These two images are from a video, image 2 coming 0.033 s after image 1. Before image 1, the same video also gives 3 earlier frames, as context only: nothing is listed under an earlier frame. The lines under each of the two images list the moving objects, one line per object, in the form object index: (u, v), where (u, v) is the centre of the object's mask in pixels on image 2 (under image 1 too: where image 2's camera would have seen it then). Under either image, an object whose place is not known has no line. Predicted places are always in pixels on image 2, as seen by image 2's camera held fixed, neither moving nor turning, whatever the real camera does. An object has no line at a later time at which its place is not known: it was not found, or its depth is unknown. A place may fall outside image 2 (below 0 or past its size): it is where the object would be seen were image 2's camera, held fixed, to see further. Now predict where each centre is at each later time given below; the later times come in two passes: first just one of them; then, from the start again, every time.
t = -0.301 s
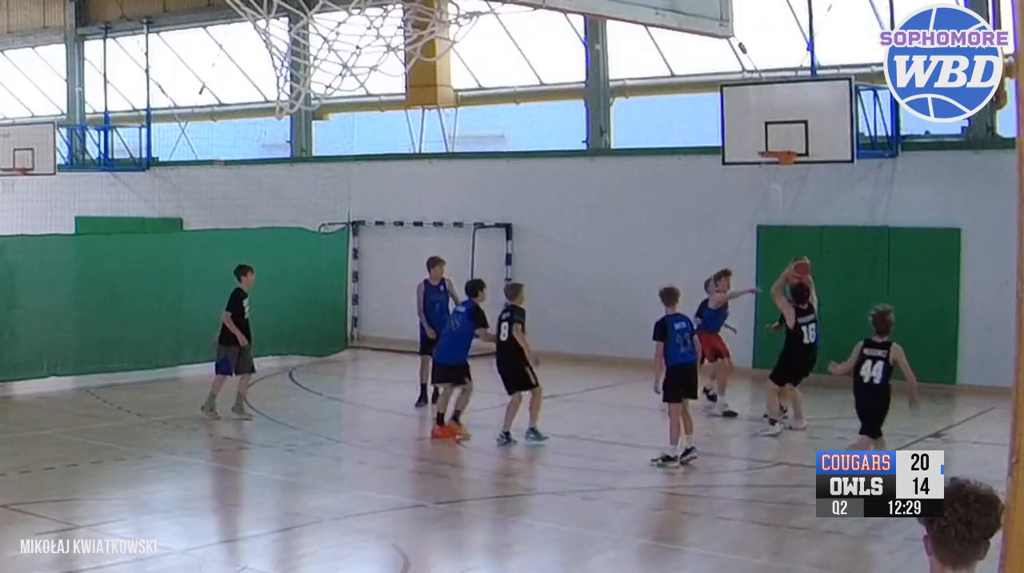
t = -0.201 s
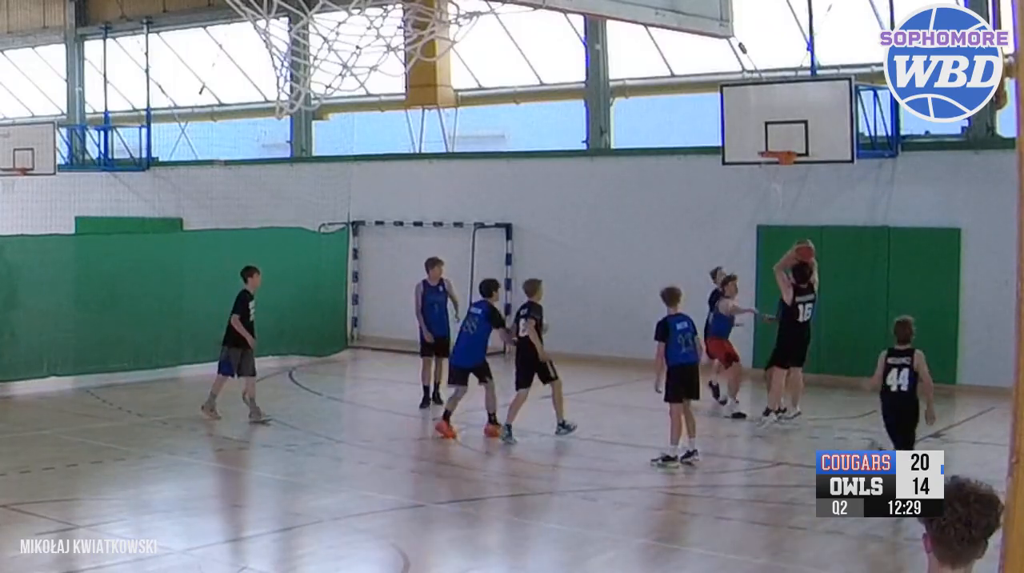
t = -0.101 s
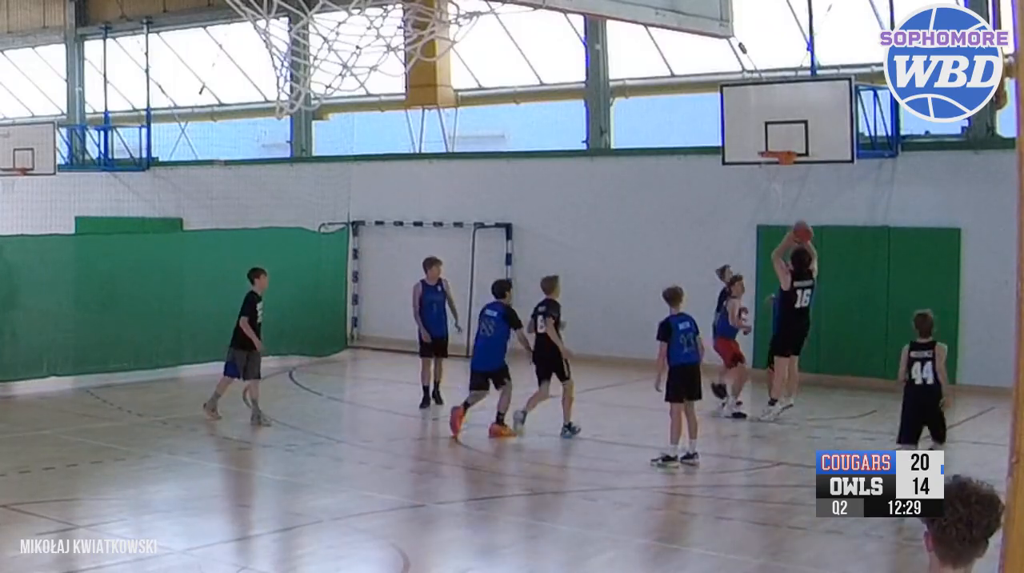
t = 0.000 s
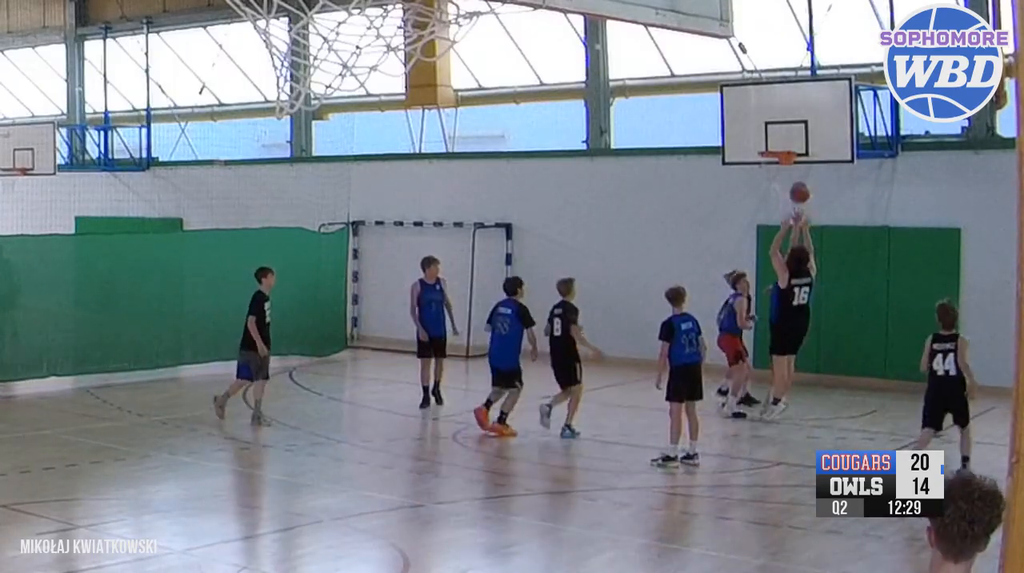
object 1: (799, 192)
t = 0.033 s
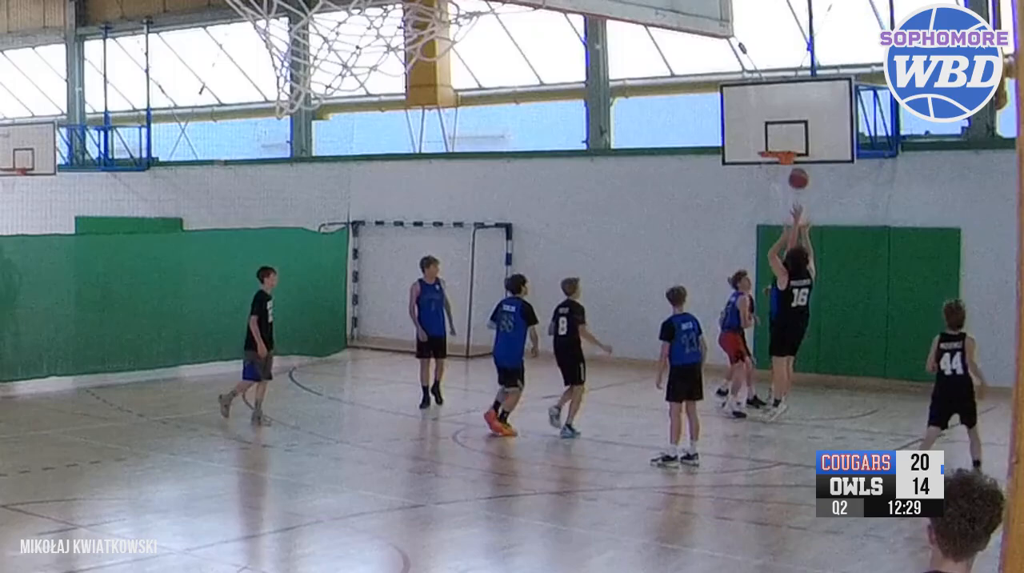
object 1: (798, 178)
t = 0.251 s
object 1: (791, 114)
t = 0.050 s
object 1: (797, 172)
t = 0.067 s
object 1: (797, 165)
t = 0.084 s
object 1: (797, 160)
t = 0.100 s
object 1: (796, 154)
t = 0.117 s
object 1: (795, 148)
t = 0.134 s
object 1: (795, 143)
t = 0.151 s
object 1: (794, 138)
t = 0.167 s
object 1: (794, 133)
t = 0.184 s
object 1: (793, 129)
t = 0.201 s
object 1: (793, 125)
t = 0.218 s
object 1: (792, 121)
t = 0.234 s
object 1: (791, 117)
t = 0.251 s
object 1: (791, 114)
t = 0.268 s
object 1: (790, 111)
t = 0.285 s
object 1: (790, 108)
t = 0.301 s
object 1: (789, 106)
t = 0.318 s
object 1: (789, 103)
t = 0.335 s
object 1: (788, 102)
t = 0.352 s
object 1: (788, 100)
